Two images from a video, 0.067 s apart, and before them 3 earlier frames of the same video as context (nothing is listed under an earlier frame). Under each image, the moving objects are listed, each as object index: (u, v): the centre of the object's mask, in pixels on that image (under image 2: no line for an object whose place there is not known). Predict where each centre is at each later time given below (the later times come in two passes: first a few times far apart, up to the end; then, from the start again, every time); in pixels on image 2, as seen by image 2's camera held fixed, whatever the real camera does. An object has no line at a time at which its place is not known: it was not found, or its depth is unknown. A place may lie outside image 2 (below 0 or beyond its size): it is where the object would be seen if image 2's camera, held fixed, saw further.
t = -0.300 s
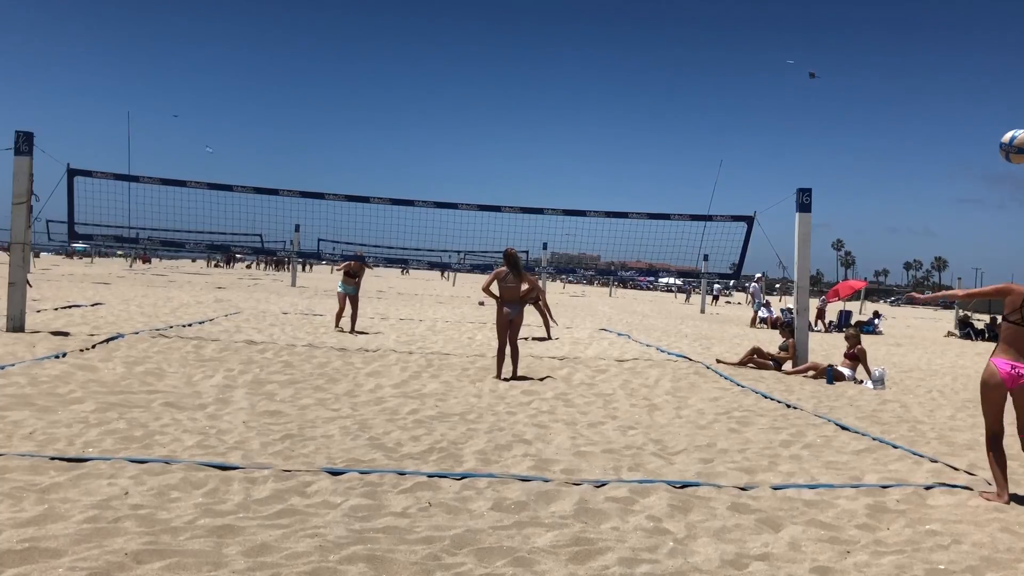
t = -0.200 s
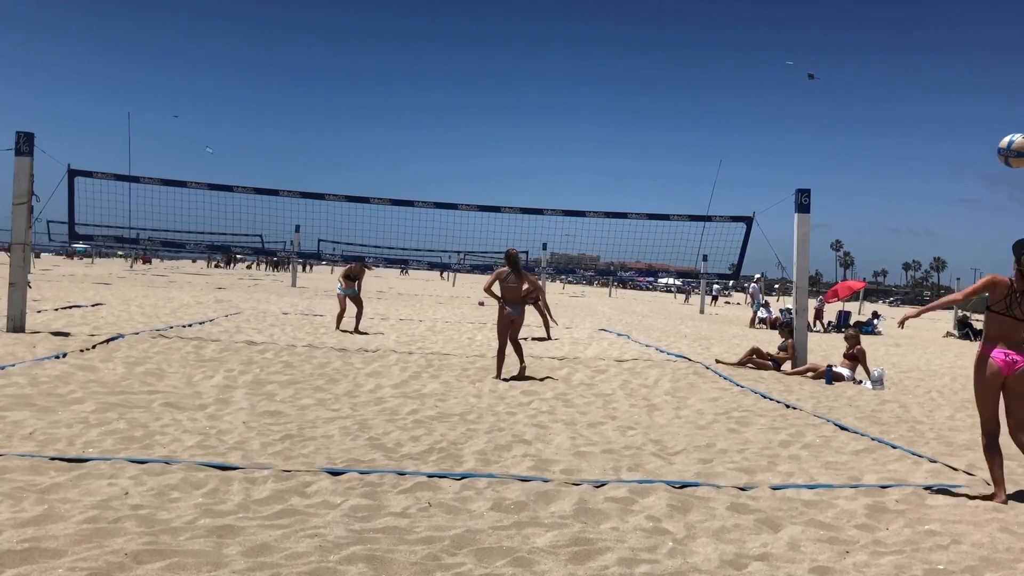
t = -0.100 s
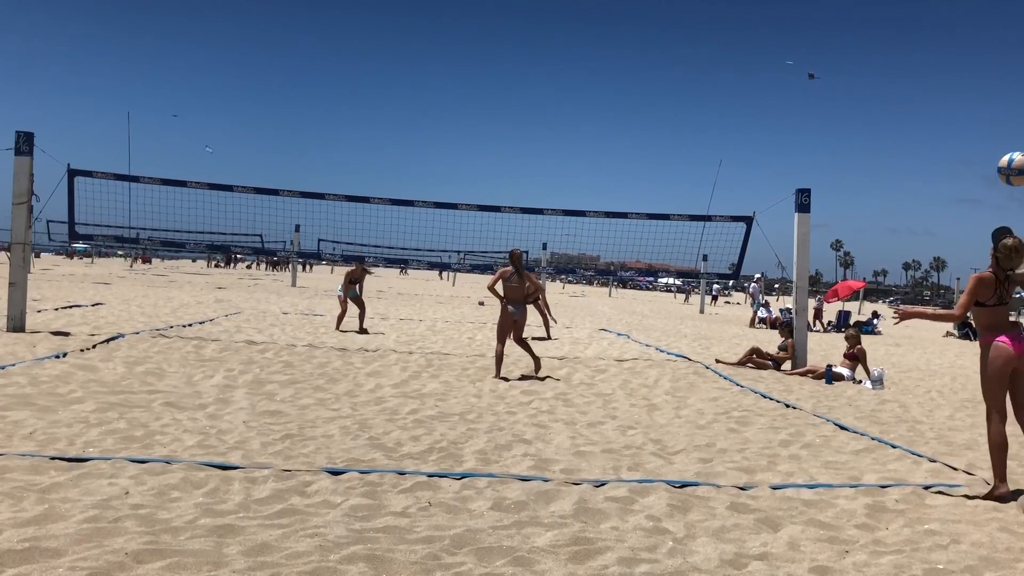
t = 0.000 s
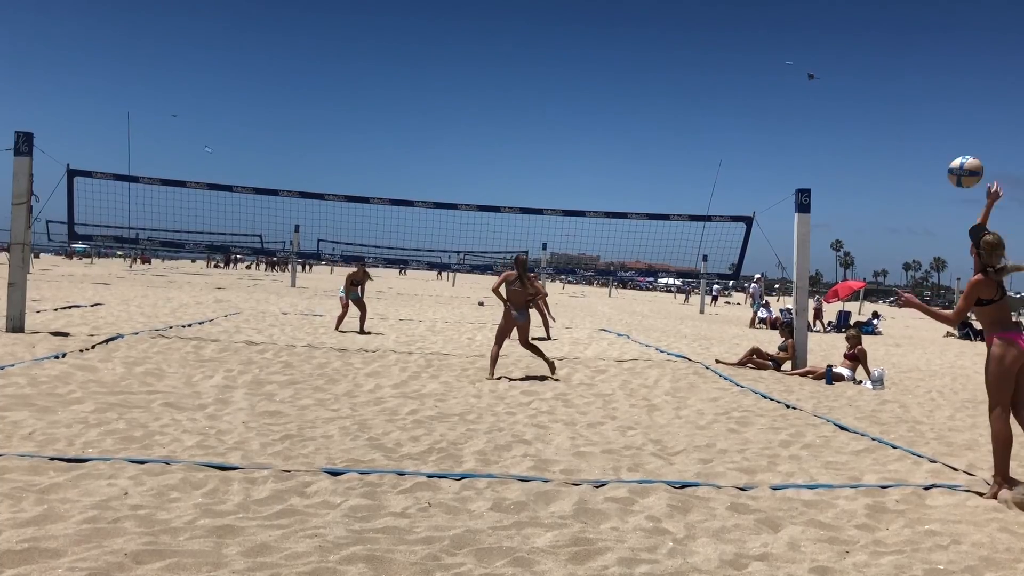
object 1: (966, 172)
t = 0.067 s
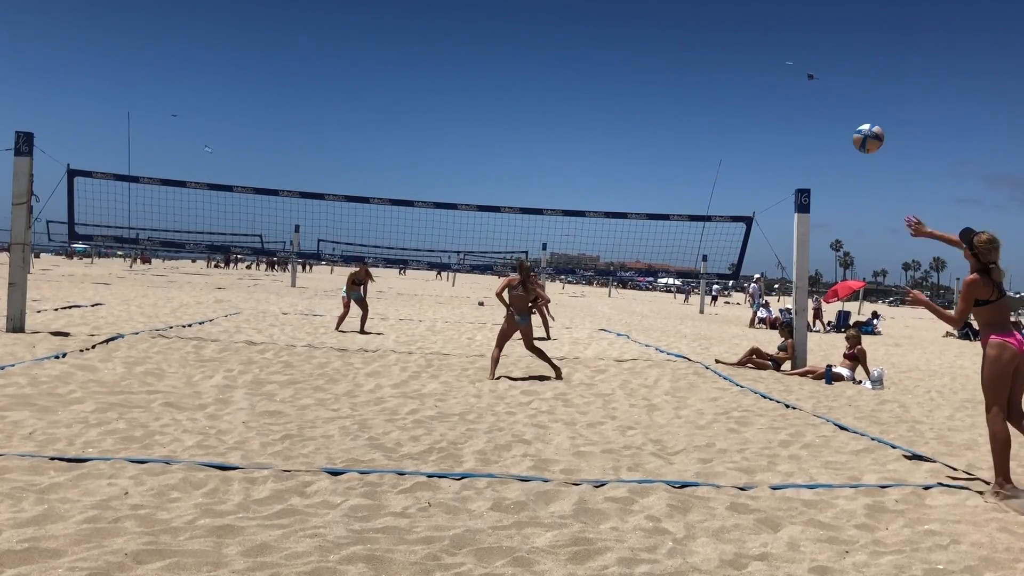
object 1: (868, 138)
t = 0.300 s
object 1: (640, 95)
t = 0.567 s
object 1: (491, 119)
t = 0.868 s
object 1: (389, 191)
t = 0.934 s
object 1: (372, 211)
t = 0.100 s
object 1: (827, 126)
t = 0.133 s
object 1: (789, 116)
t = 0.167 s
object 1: (754, 108)
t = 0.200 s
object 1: (722, 103)
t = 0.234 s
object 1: (692, 99)
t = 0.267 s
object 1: (665, 96)
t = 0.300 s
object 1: (640, 95)
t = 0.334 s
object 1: (617, 95)
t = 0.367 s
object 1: (595, 96)
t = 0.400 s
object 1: (575, 98)
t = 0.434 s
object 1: (556, 101)
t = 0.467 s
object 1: (539, 104)
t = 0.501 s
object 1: (522, 108)
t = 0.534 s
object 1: (506, 113)
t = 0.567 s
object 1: (491, 119)
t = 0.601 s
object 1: (477, 125)
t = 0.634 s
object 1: (464, 132)
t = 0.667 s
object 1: (451, 139)
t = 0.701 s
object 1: (440, 147)
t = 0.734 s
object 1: (429, 155)
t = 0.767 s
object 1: (418, 164)
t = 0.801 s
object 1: (408, 173)
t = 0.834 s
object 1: (398, 182)
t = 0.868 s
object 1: (389, 191)
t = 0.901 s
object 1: (379, 196)
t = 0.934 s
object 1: (372, 211)
